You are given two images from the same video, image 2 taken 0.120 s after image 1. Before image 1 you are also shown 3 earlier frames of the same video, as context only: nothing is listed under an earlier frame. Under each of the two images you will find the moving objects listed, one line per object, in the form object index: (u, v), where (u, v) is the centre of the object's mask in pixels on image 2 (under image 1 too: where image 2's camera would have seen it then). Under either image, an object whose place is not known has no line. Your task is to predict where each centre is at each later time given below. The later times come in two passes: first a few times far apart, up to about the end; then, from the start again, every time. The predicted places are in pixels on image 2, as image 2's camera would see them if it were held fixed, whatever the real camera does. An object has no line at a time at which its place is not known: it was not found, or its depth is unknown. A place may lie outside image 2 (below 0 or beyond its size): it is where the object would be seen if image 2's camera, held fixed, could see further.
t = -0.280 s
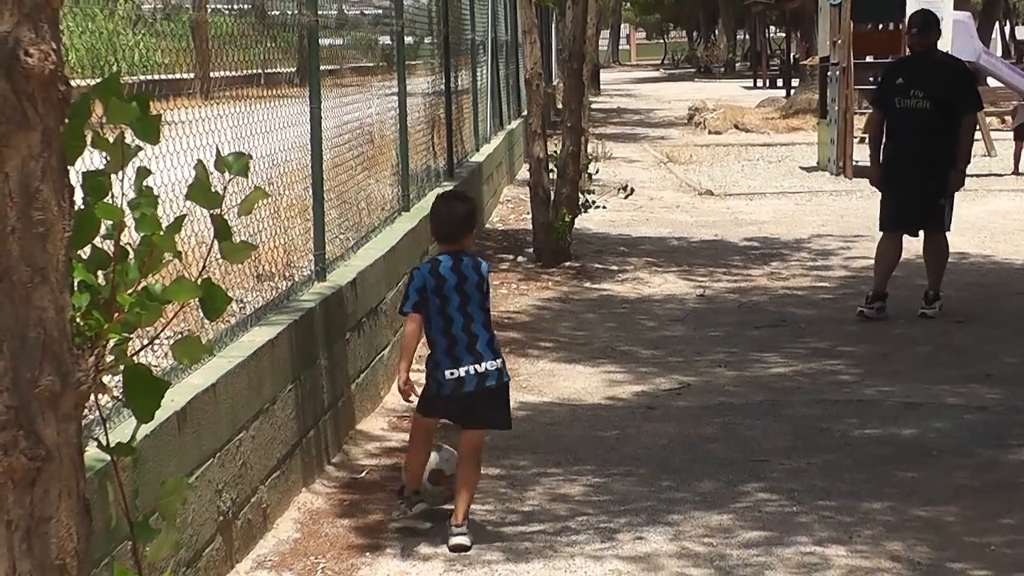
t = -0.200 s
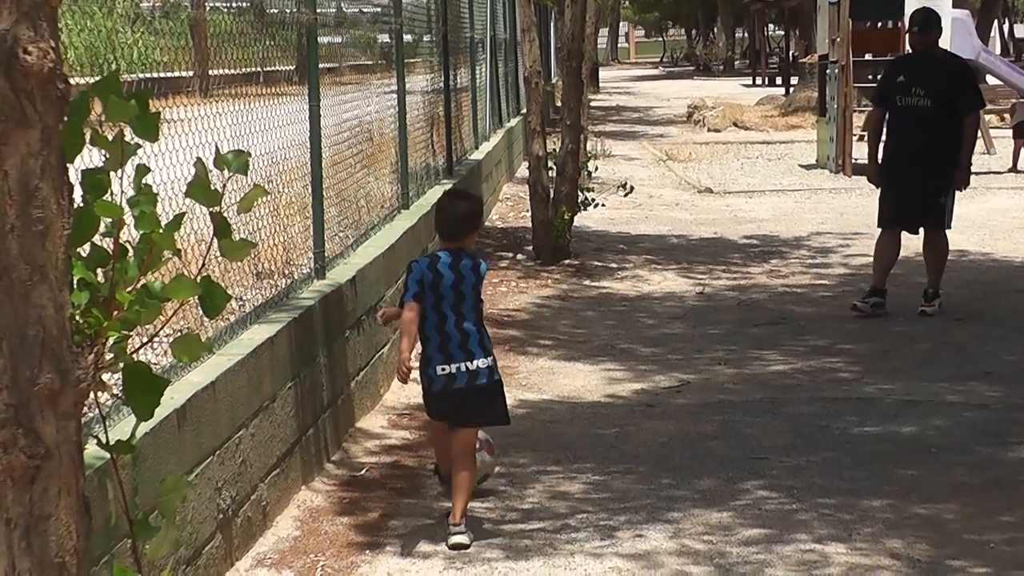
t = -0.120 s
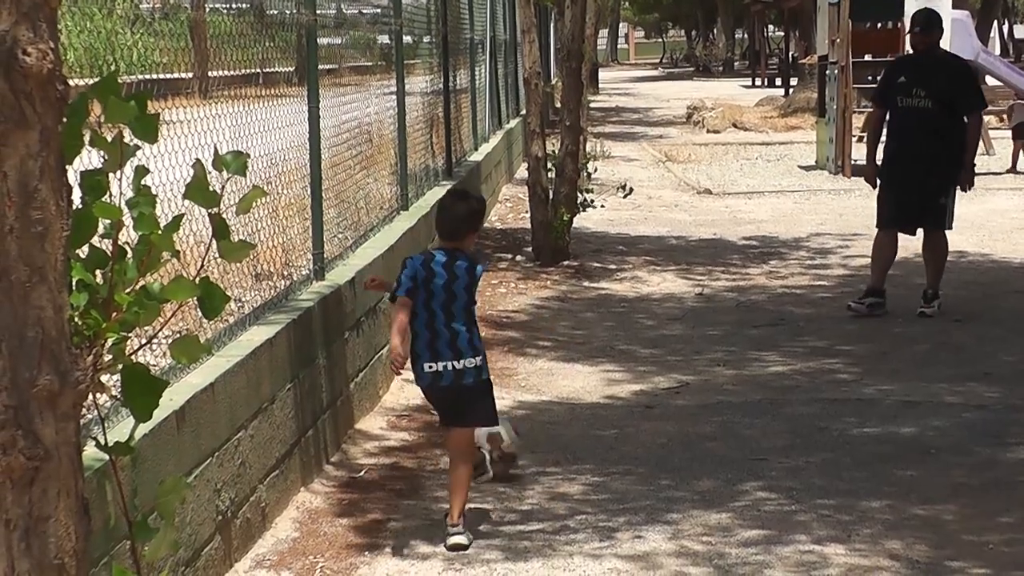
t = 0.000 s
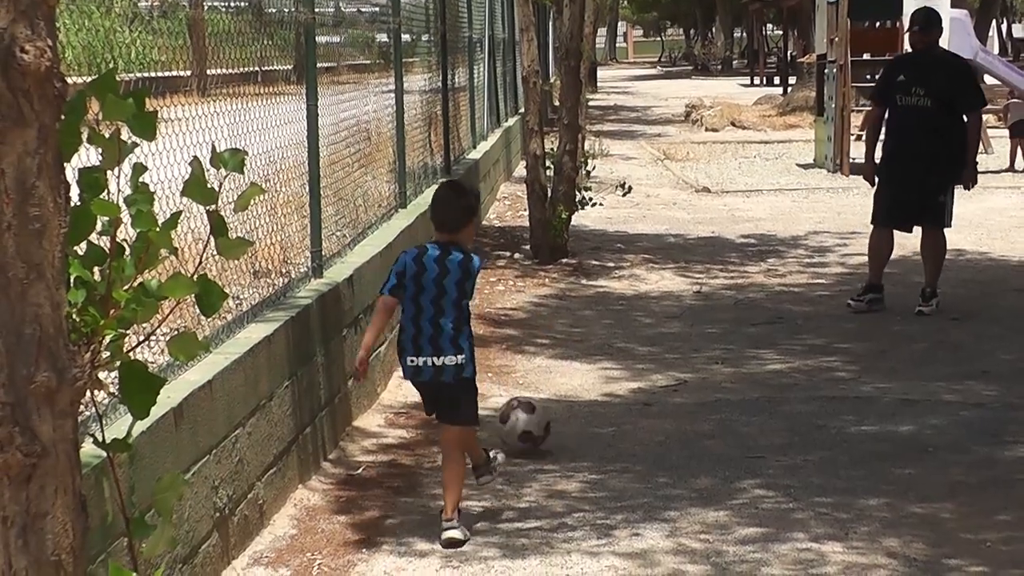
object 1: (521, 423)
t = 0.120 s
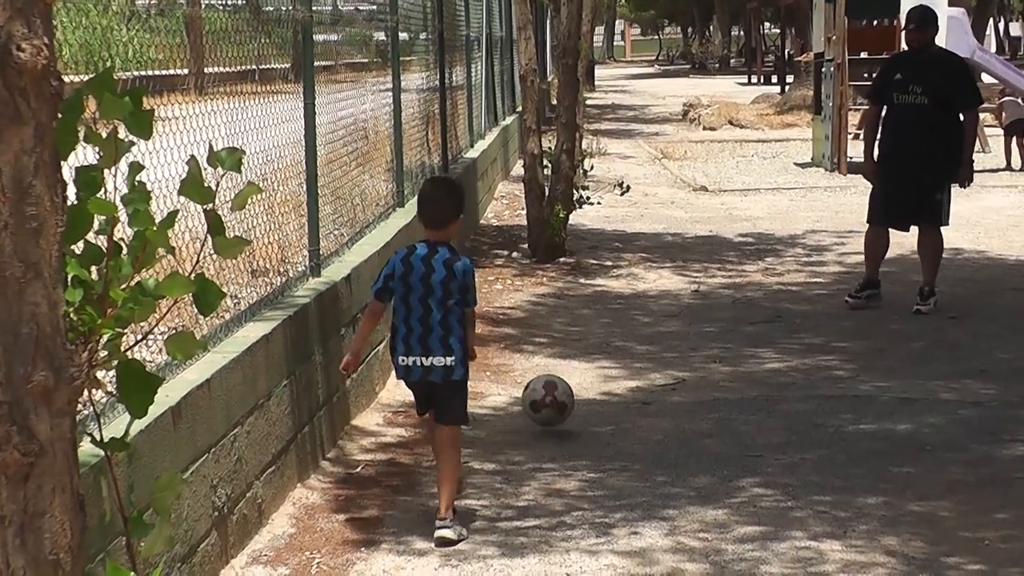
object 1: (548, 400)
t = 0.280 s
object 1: (579, 389)
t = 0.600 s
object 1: (631, 356)
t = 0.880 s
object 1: (667, 332)
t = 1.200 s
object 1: (700, 305)
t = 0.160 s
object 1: (555, 396)
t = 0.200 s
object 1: (563, 396)
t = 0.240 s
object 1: (570, 395)
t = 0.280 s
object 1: (579, 389)
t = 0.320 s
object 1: (586, 386)
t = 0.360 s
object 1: (593, 380)
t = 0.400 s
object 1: (600, 375)
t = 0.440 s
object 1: (606, 373)
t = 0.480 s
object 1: (613, 368)
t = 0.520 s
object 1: (619, 364)
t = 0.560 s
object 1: (626, 359)
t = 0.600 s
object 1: (631, 356)
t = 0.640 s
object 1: (636, 350)
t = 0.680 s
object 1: (641, 346)
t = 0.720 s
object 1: (646, 343)
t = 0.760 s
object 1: (651, 340)
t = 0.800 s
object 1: (657, 337)
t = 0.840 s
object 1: (662, 332)
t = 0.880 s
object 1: (667, 332)
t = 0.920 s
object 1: (671, 328)
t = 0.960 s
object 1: (675, 325)
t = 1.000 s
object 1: (680, 324)
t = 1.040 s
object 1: (684, 318)
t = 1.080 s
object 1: (689, 314)
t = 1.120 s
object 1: (693, 310)
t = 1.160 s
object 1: (697, 309)
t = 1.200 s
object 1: (700, 305)
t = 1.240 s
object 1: (704, 299)
